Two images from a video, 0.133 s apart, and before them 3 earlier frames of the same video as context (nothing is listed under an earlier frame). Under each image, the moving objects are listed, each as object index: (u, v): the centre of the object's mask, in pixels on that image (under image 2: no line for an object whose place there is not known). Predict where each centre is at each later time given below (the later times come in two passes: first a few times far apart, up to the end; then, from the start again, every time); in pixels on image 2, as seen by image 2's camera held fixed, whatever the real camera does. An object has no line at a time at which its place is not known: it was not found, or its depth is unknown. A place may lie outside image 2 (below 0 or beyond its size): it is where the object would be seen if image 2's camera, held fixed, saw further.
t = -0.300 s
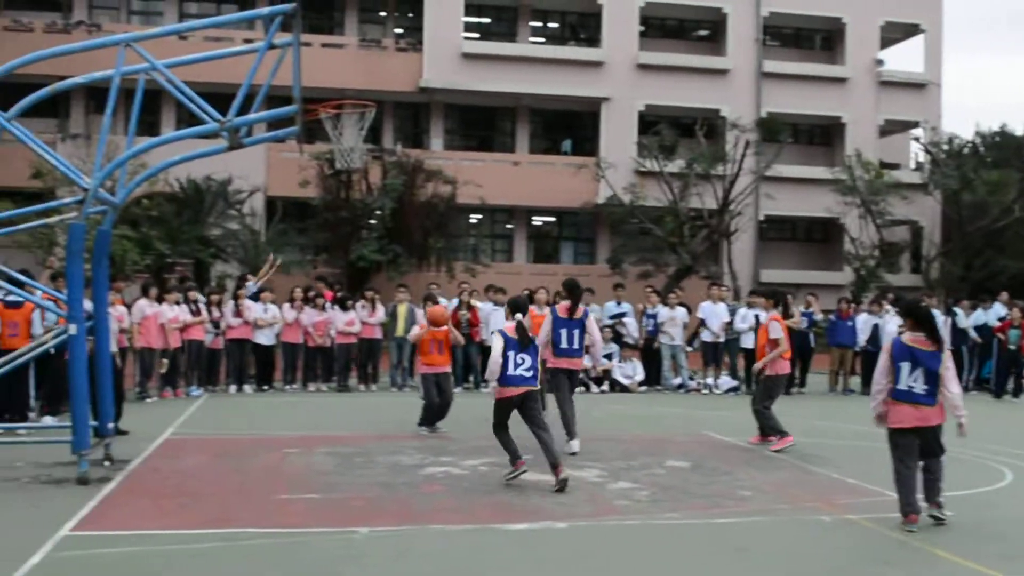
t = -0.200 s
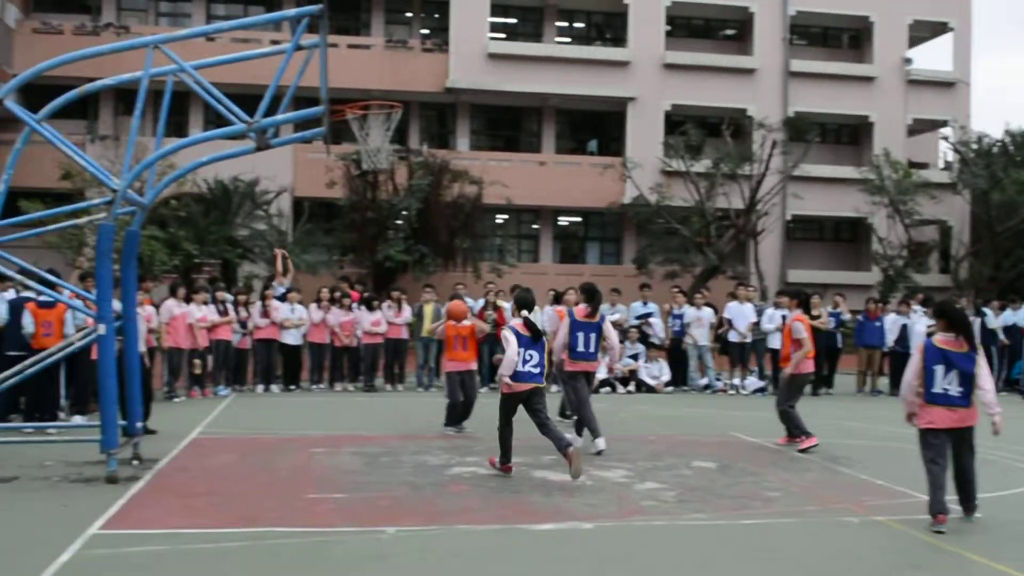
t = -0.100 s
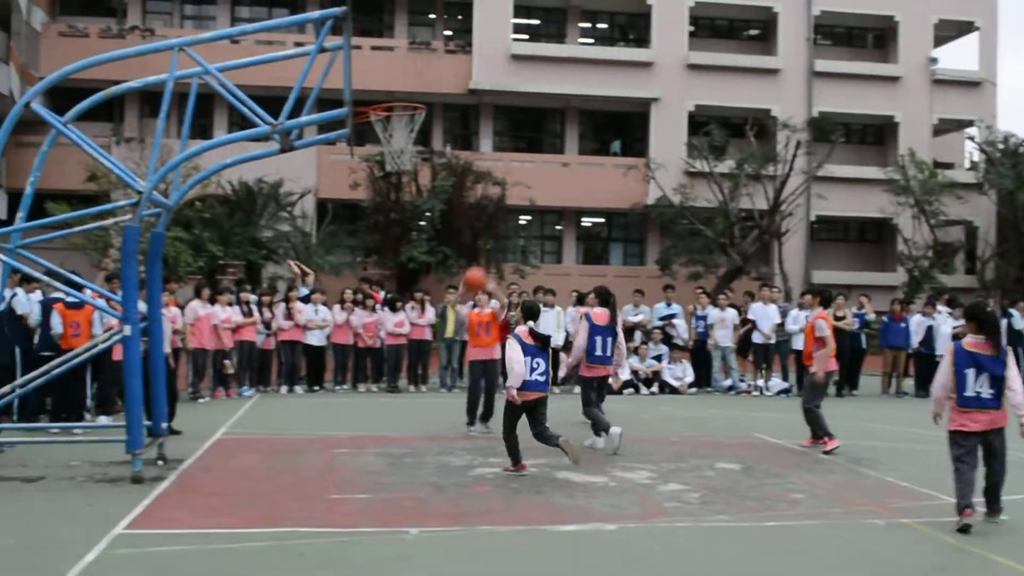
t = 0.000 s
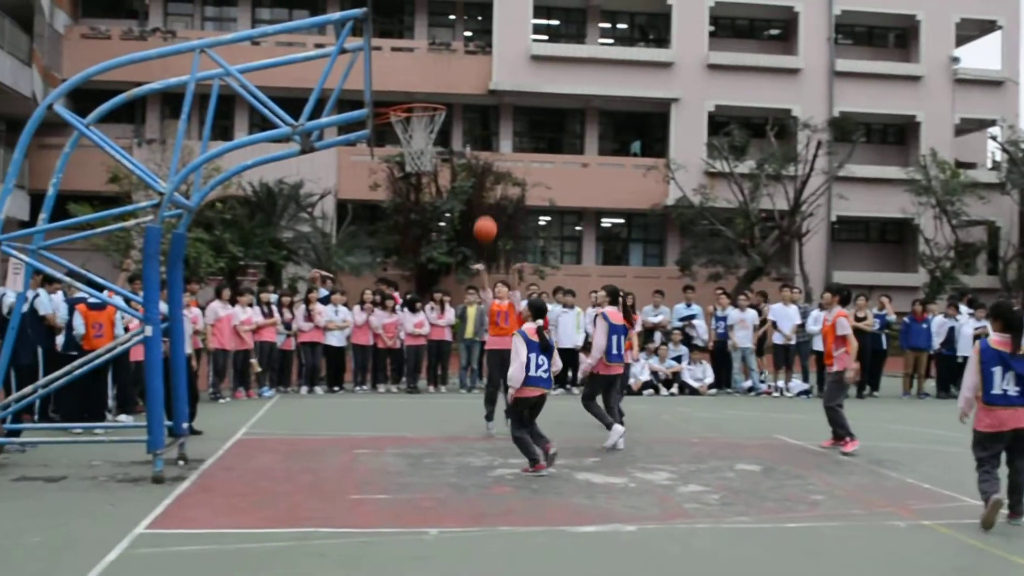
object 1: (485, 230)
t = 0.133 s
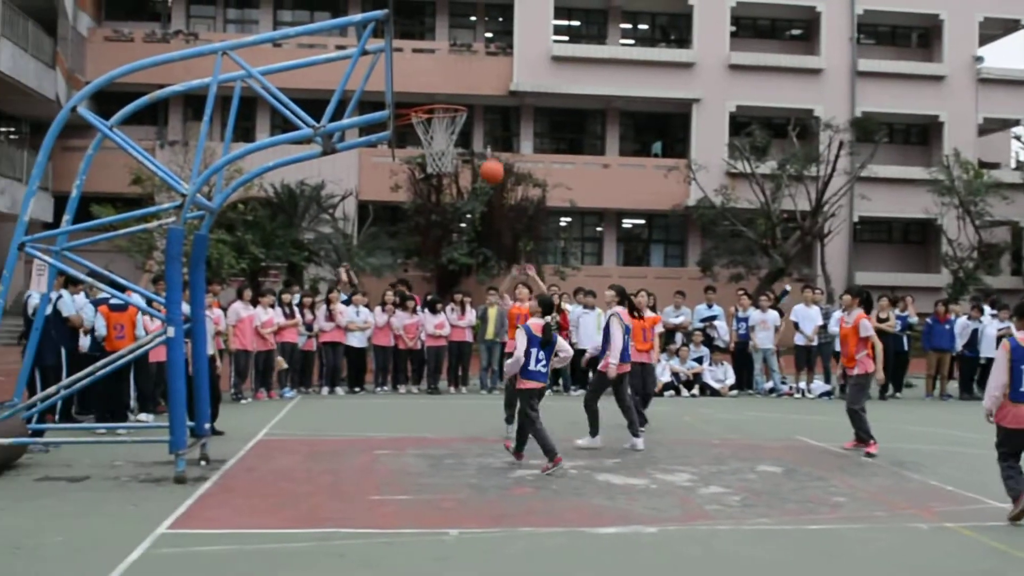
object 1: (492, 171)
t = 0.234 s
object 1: (480, 137)
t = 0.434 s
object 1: (455, 94)
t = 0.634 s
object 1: (424, 92)
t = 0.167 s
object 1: (488, 159)
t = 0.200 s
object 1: (484, 148)
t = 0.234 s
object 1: (480, 137)
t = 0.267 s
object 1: (476, 128)
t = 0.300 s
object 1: (474, 120)
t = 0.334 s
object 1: (470, 111)
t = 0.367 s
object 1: (465, 103)
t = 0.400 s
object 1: (459, 98)
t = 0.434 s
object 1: (455, 94)
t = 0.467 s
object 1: (451, 92)
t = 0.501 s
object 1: (446, 89)
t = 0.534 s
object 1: (441, 88)
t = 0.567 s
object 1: (435, 88)
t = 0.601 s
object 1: (430, 90)
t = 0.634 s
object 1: (424, 92)
